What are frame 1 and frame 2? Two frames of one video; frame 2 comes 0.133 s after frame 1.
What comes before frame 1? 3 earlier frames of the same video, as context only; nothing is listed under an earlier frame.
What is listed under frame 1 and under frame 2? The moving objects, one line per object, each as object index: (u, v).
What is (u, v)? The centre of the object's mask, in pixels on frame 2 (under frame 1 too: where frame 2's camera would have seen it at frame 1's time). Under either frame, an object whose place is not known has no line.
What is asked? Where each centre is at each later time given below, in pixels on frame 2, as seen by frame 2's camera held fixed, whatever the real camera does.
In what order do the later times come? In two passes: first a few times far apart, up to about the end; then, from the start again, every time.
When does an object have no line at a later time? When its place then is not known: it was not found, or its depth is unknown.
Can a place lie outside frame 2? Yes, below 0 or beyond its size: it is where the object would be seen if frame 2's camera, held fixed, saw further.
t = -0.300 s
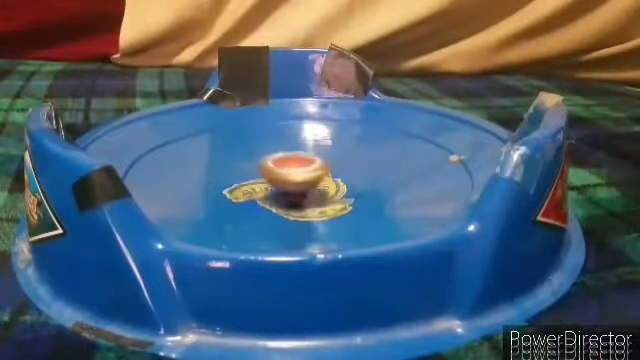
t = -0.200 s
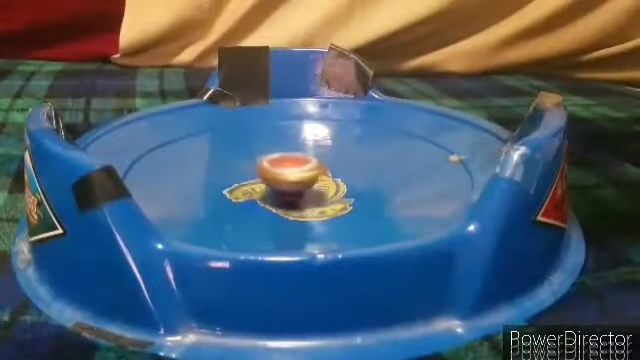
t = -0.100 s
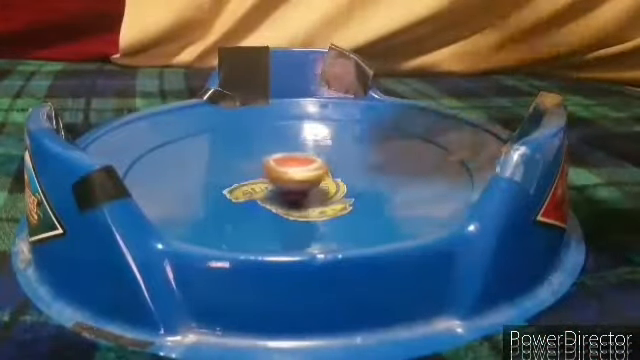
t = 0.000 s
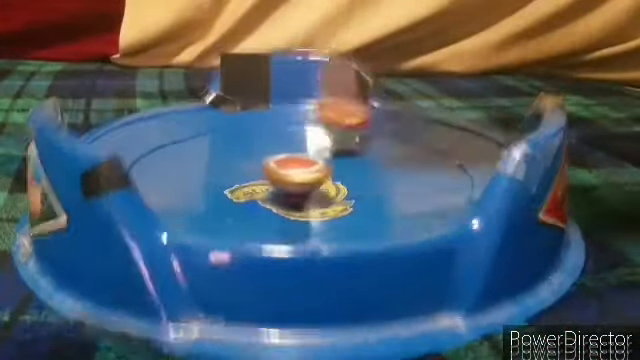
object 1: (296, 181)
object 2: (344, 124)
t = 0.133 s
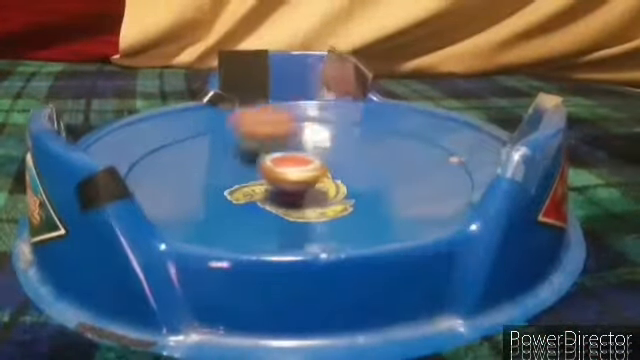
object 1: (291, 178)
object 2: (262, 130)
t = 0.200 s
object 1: (288, 178)
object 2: (228, 140)
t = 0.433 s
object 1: (295, 179)
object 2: (204, 185)
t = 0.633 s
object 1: (287, 177)
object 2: (386, 193)
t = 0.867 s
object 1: (286, 177)
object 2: (449, 137)
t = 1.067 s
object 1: (291, 177)
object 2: (310, 107)
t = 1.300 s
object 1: (282, 178)
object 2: (133, 139)
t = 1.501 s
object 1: (283, 164)
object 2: (257, 206)
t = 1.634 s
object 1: (283, 176)
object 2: (410, 190)
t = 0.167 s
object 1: (289, 178)
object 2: (242, 134)
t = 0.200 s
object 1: (288, 178)
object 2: (228, 140)
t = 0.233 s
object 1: (286, 178)
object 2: (211, 138)
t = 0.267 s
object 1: (286, 178)
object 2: (202, 150)
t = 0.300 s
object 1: (286, 179)
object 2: (192, 156)
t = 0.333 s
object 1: (287, 179)
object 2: (186, 165)
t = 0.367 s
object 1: (289, 178)
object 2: (186, 173)
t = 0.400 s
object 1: (292, 178)
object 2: (190, 176)
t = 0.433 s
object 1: (295, 179)
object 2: (204, 185)
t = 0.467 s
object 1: (297, 179)
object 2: (225, 193)
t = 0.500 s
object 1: (302, 174)
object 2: (255, 198)
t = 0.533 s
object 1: (297, 165)
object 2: (283, 201)
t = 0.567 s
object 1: (291, 166)
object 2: (319, 202)
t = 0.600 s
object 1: (287, 175)
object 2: (354, 198)
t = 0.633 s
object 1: (287, 177)
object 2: (386, 193)
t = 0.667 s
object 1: (285, 177)
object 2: (414, 189)
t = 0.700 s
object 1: (284, 177)
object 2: (436, 184)
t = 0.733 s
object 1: (284, 177)
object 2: (451, 175)
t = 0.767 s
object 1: (284, 177)
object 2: (460, 165)
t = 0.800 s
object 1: (284, 177)
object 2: (462, 155)
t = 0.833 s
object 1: (285, 177)
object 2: (459, 144)
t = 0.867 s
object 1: (286, 177)
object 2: (449, 137)
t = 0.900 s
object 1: (288, 177)
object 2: (433, 129)
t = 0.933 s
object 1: (289, 176)
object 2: (414, 124)
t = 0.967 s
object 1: (290, 176)
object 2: (391, 119)
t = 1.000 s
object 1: (291, 176)
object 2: (366, 115)
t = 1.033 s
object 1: (292, 178)
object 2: (343, 111)
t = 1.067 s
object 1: (291, 177)
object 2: (310, 107)
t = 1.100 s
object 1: (291, 179)
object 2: (276, 107)
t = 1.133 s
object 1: (288, 177)
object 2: (247, 105)
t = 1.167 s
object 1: (286, 178)
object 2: (221, 113)
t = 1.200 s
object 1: (284, 178)
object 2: (192, 117)
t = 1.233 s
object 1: (282, 178)
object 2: (168, 119)
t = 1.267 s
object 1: (283, 179)
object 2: (149, 129)
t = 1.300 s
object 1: (282, 178)
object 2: (133, 139)
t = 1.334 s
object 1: (282, 178)
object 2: (129, 151)
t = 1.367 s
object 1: (282, 177)
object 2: (137, 166)
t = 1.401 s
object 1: (281, 175)
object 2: (158, 187)
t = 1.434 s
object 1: (283, 174)
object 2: (176, 193)
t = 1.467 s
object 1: (284, 173)
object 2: (213, 202)
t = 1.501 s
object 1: (283, 164)
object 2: (257, 206)
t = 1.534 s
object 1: (281, 165)
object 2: (298, 207)
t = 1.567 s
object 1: (279, 172)
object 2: (342, 205)
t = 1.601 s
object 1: (280, 174)
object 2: (381, 199)
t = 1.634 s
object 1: (283, 176)
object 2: (410, 190)
